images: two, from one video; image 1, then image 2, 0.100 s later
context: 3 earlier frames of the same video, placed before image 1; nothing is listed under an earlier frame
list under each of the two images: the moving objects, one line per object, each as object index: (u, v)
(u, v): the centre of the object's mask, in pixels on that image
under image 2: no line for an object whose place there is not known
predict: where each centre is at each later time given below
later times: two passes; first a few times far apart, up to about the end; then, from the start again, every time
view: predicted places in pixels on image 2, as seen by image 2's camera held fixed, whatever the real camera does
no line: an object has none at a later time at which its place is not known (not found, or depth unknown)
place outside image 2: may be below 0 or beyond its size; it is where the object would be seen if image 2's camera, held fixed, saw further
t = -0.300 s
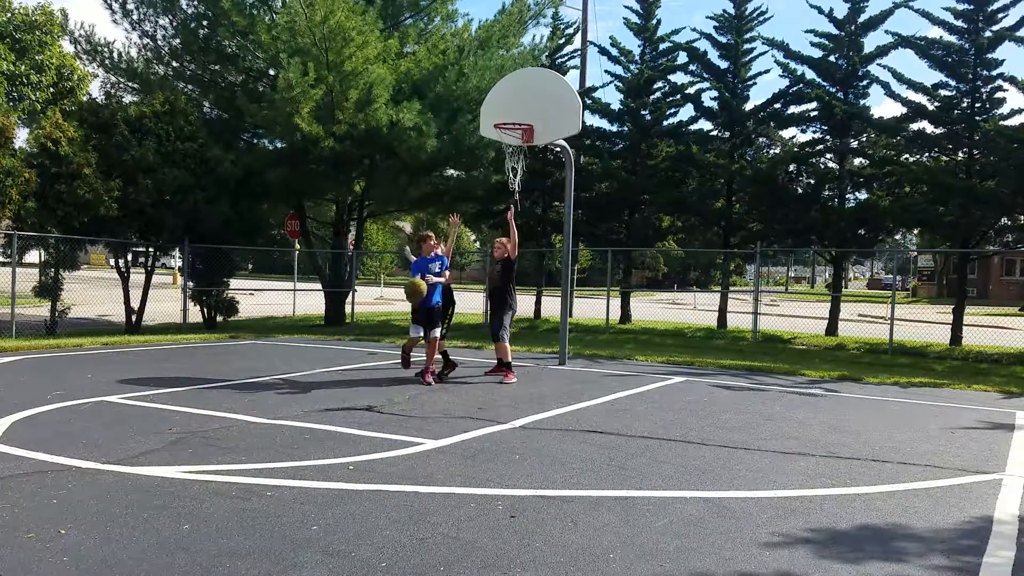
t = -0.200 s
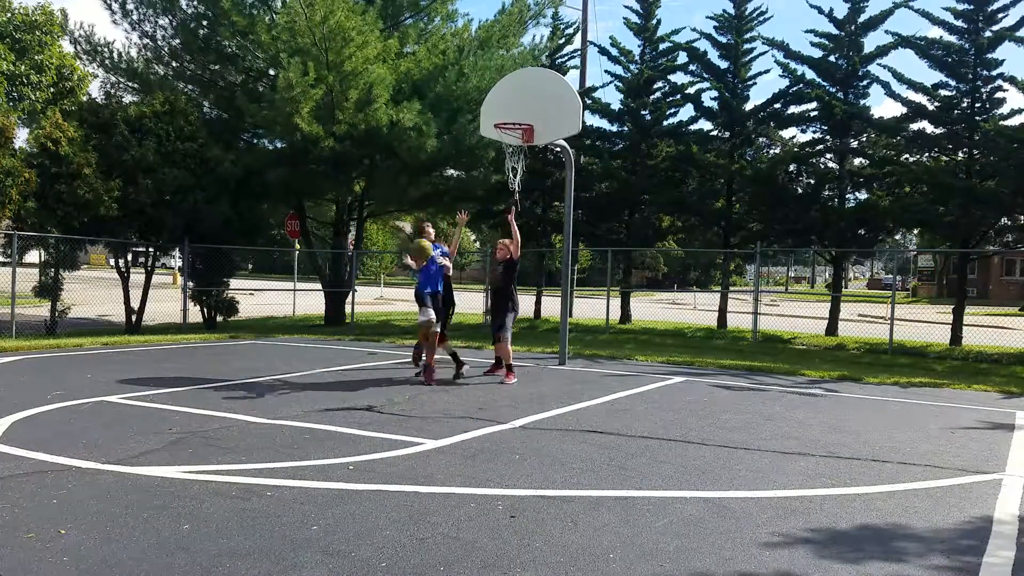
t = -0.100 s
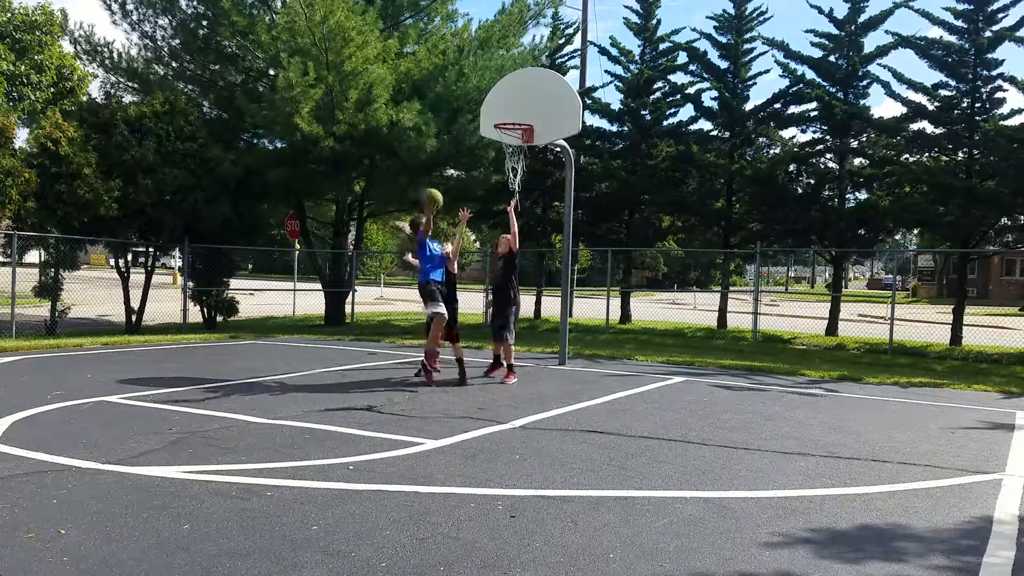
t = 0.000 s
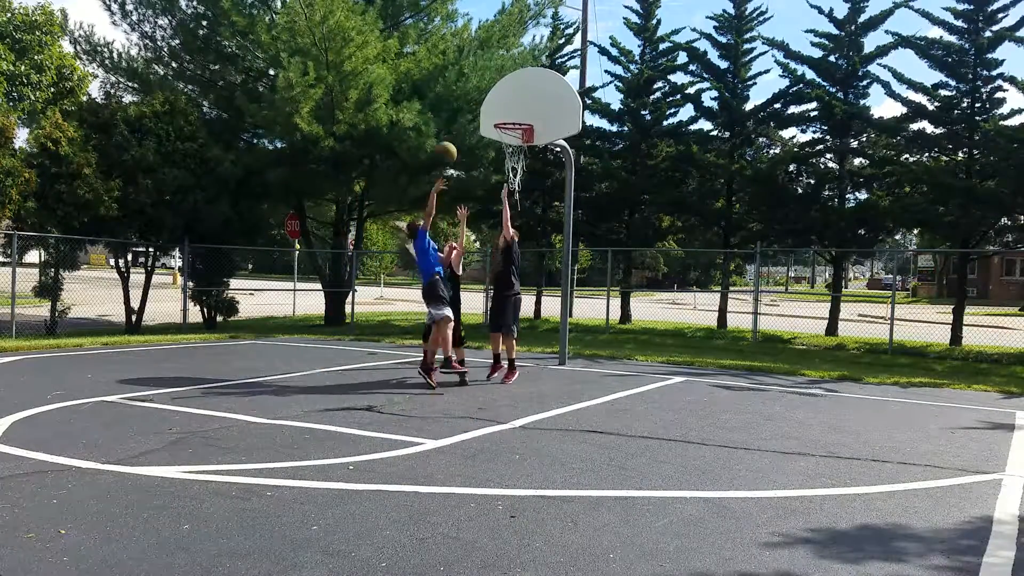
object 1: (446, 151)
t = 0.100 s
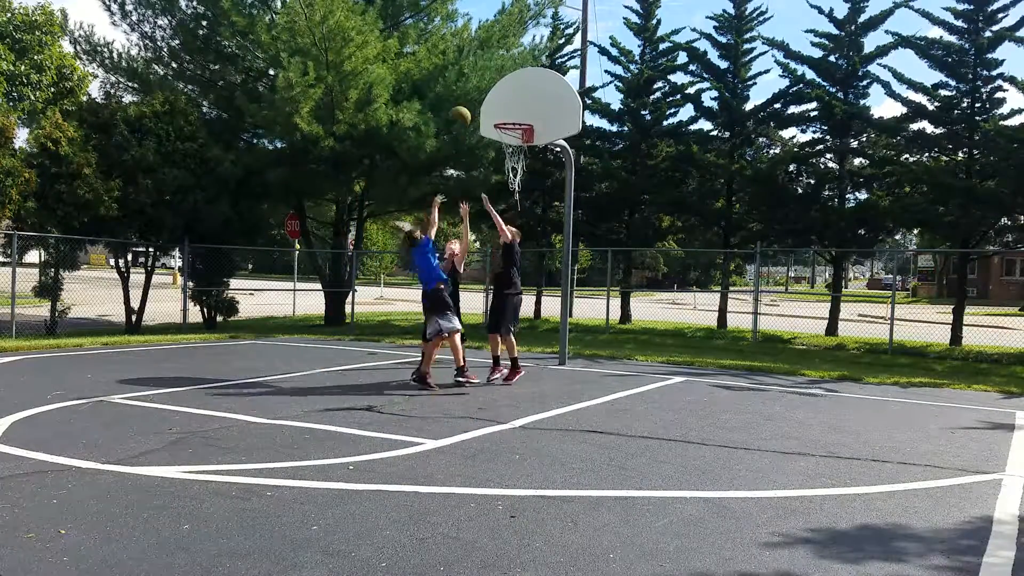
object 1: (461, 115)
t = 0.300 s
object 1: (485, 76)
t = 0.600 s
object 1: (515, 82)
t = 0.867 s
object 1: (508, 126)
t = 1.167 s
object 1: (556, 195)
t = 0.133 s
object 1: (465, 108)
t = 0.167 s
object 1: (470, 98)
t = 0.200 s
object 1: (472, 92)
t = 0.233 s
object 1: (478, 85)
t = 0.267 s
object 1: (481, 80)
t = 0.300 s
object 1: (485, 76)
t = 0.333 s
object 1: (489, 73)
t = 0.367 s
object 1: (492, 70)
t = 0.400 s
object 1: (495, 69)
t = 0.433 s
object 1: (499, 69)
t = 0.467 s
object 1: (503, 70)
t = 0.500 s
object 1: (506, 72)
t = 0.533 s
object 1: (510, 74)
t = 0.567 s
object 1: (512, 77)
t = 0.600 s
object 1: (515, 82)
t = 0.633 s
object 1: (519, 87)
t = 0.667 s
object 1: (521, 92)
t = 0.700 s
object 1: (517, 96)
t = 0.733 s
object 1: (514, 102)
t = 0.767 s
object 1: (511, 108)
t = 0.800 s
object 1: (507, 115)
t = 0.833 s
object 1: (503, 123)
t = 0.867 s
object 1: (508, 126)
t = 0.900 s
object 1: (513, 131)
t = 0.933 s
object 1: (520, 135)
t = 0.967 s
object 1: (522, 143)
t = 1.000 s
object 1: (530, 146)
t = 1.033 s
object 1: (535, 155)
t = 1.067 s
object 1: (541, 166)
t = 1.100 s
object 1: (546, 173)
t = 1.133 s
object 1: (552, 182)
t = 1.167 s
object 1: (556, 195)
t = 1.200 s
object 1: (561, 207)
